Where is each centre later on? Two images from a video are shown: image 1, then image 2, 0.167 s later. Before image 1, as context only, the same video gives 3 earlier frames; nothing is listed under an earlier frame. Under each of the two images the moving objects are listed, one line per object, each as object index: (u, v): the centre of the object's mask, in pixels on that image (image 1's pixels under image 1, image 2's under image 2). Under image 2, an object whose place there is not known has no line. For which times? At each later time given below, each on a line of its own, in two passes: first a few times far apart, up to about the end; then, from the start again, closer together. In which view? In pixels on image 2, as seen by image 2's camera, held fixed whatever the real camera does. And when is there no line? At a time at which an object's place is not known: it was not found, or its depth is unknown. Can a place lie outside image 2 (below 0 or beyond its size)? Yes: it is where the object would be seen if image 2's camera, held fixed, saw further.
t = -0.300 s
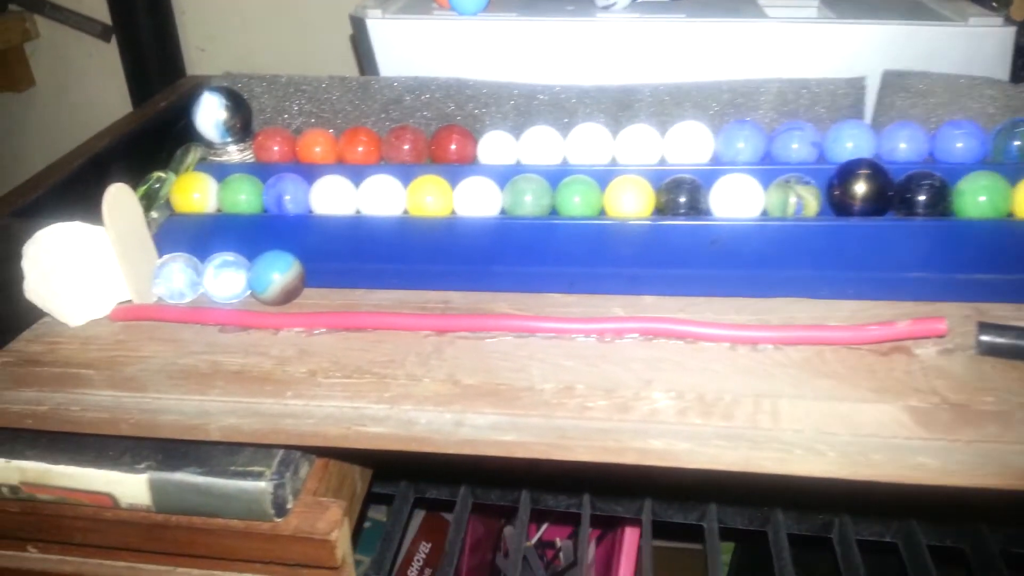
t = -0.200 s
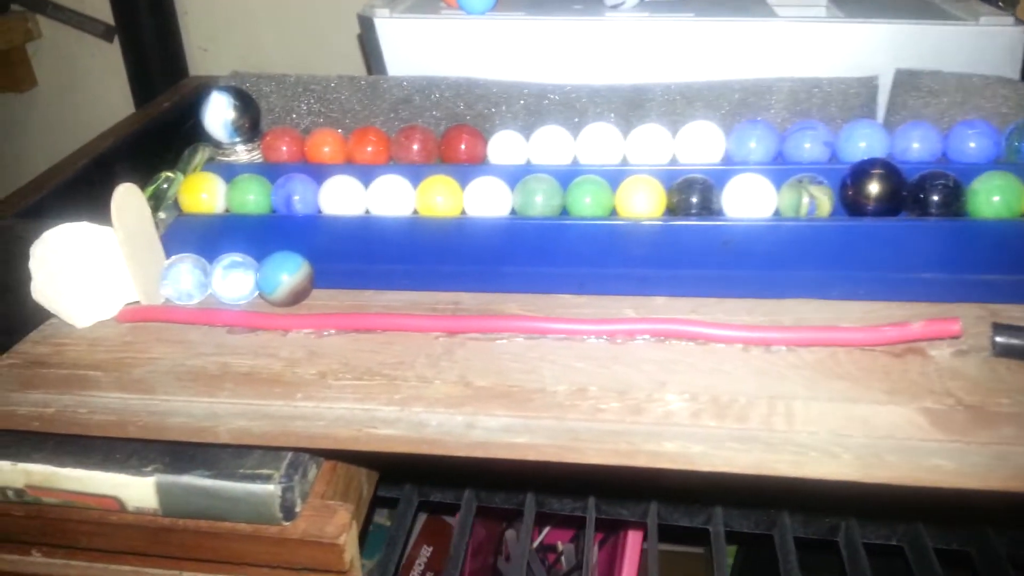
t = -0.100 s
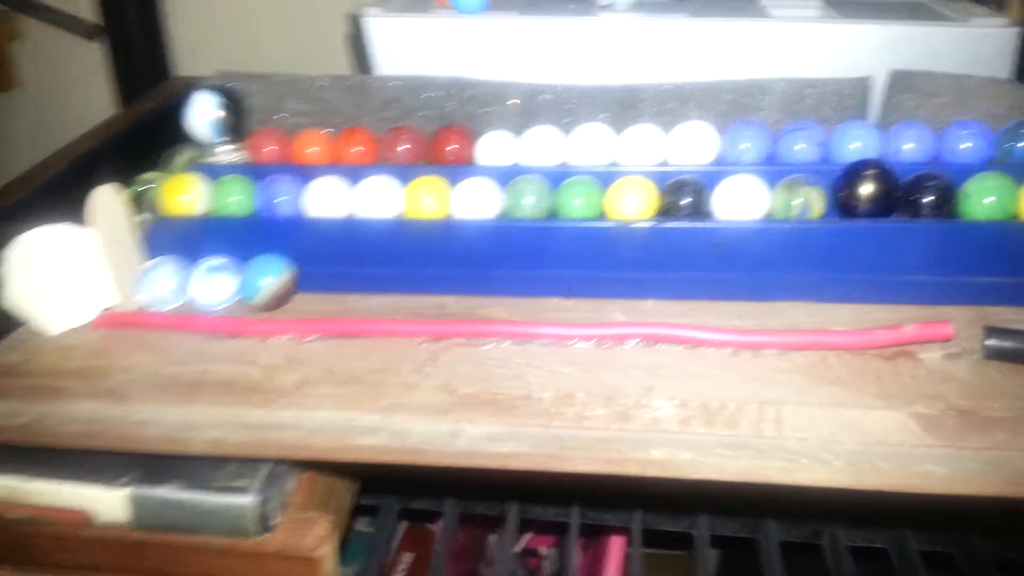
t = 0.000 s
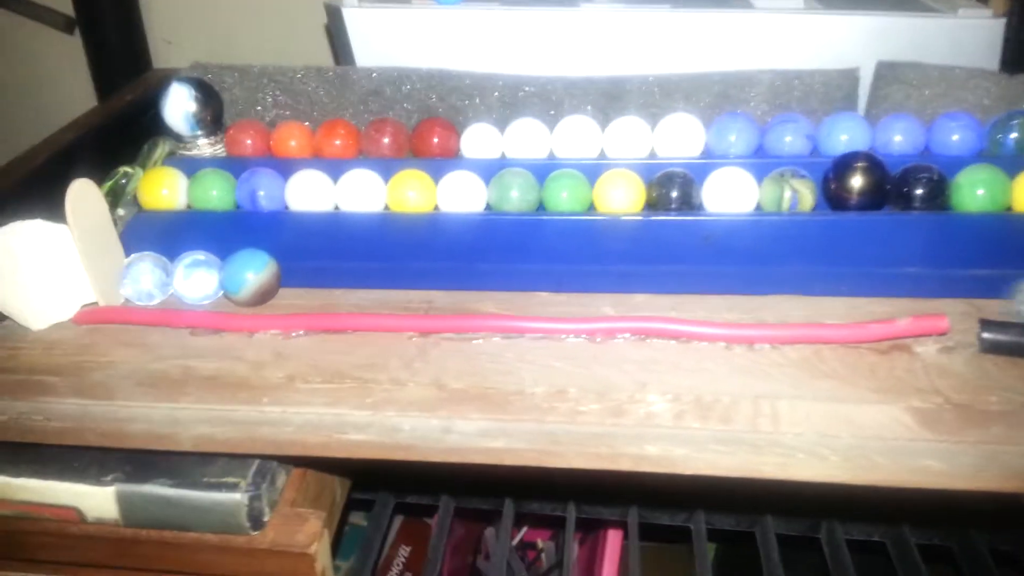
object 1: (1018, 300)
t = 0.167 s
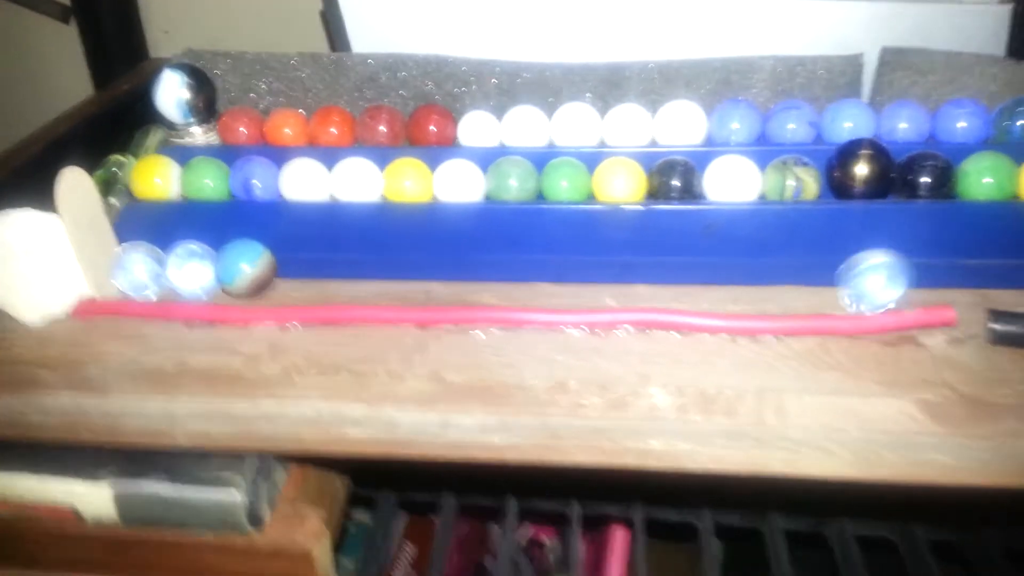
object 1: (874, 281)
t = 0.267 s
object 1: (773, 284)
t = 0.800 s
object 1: (299, 271)
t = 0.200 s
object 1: (844, 282)
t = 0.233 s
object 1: (808, 283)
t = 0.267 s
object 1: (773, 284)
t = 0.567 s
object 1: (434, 274)
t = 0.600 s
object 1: (397, 274)
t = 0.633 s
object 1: (356, 272)
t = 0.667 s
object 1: (317, 270)
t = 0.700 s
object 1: (301, 271)
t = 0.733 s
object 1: (299, 271)
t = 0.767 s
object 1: (299, 271)
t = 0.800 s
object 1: (299, 271)
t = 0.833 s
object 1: (299, 271)
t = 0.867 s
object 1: (299, 271)
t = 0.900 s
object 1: (299, 271)
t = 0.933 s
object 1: (299, 271)
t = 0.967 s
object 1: (299, 271)
